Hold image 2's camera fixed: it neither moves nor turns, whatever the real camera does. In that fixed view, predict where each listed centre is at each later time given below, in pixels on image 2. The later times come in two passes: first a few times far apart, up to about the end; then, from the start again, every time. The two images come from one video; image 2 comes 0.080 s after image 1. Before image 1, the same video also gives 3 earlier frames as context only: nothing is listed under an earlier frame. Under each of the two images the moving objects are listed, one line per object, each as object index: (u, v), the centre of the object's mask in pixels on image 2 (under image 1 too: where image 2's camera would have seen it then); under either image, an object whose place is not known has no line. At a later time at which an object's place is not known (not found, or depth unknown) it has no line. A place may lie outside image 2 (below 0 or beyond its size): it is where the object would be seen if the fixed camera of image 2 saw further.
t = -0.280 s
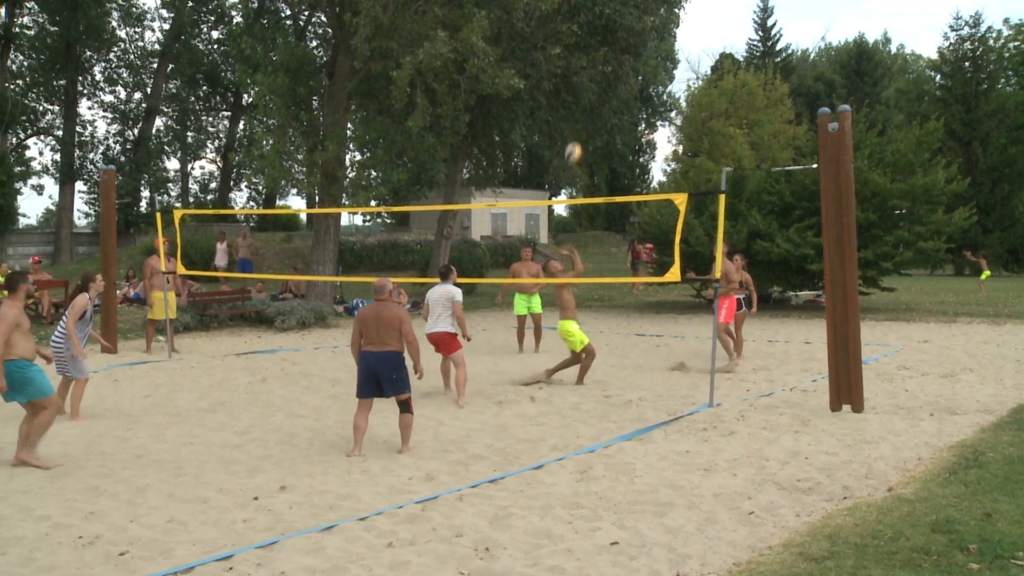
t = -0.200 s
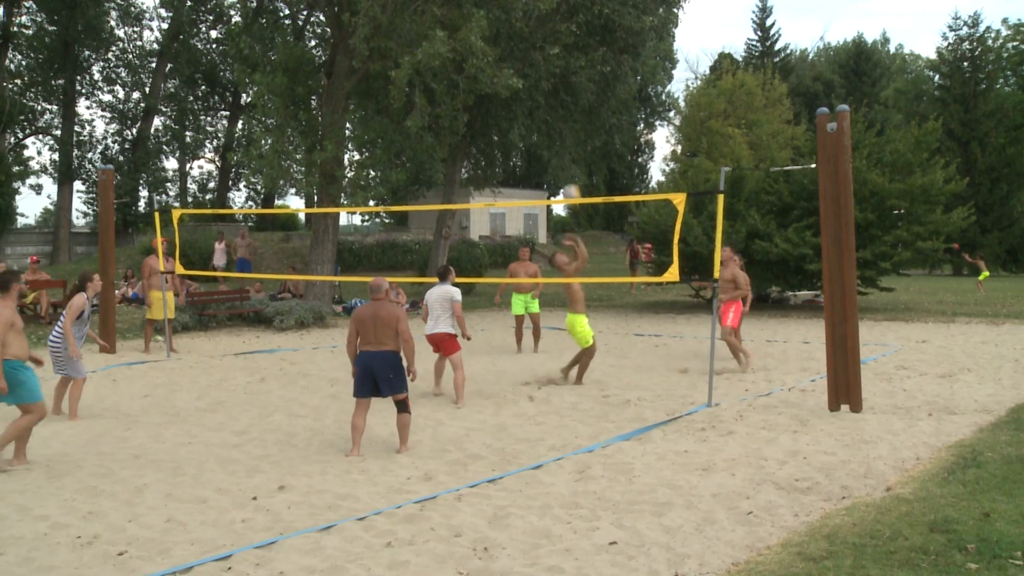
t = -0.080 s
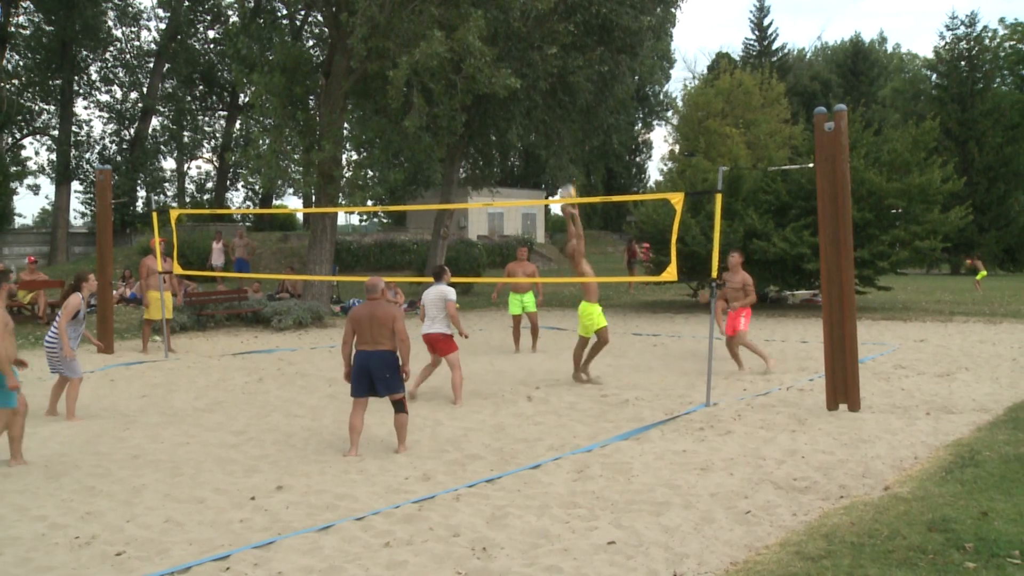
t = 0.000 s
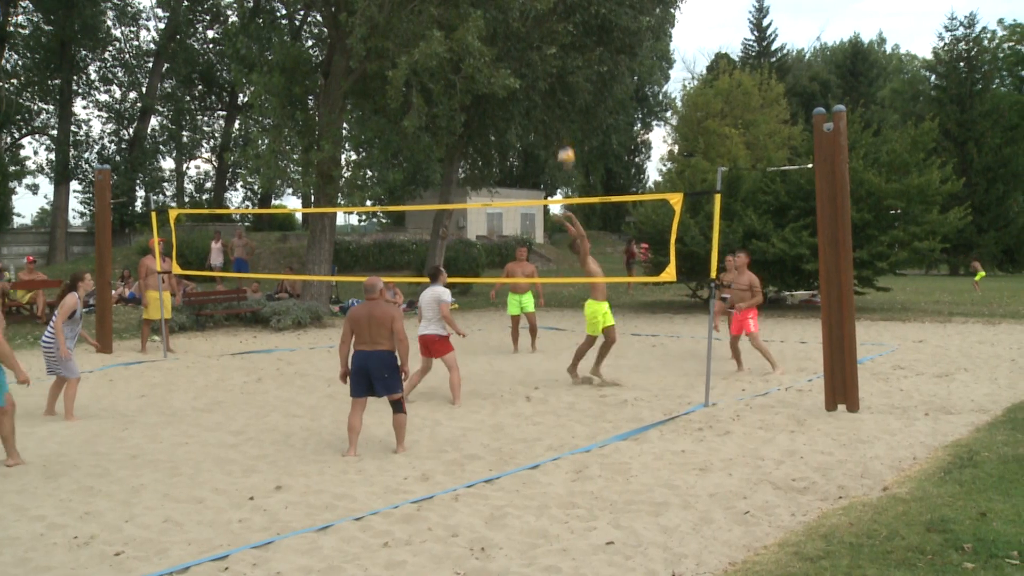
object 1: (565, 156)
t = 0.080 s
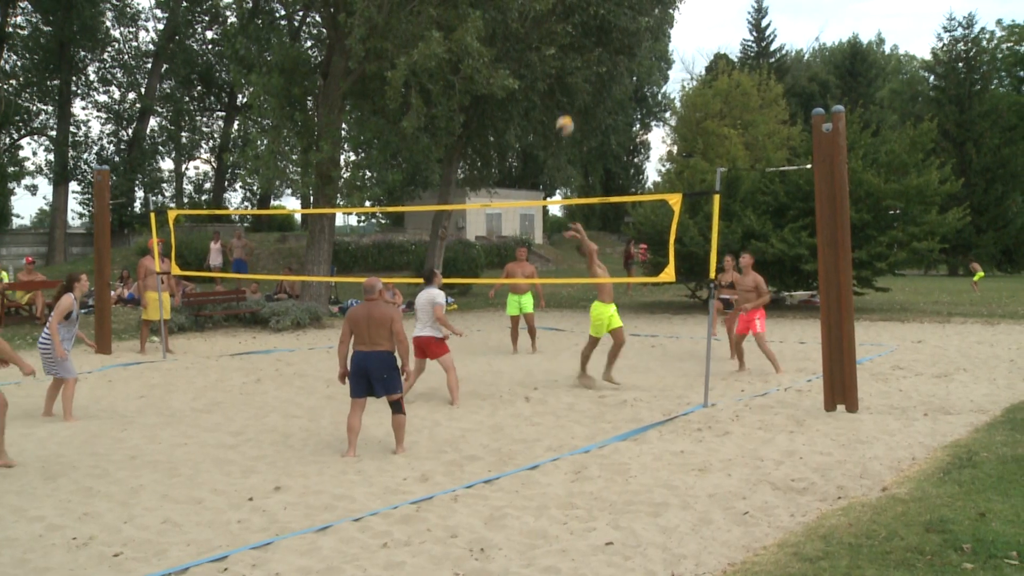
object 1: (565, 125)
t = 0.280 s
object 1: (564, 66)
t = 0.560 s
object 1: (562, 36)
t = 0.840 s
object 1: (560, 66)
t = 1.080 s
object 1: (559, 139)
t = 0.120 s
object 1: (564, 110)
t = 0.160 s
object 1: (564, 98)
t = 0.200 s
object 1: (564, 85)
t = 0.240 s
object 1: (564, 75)
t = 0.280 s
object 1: (564, 66)
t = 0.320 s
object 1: (563, 58)
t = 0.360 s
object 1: (563, 50)
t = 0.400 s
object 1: (563, 45)
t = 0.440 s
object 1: (563, 41)
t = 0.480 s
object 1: (562, 38)
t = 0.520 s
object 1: (562, 36)
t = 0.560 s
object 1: (562, 36)
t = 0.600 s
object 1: (562, 36)
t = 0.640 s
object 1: (561, 38)
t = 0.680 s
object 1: (561, 41)
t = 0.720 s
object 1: (561, 46)
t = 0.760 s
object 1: (561, 51)
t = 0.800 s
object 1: (560, 58)
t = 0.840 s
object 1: (560, 66)
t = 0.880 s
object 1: (560, 75)
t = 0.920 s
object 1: (560, 86)
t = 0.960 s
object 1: (560, 97)
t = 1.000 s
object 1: (559, 110)
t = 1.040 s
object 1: (559, 125)
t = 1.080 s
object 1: (559, 139)
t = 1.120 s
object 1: (558, 156)
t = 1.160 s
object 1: (558, 174)
